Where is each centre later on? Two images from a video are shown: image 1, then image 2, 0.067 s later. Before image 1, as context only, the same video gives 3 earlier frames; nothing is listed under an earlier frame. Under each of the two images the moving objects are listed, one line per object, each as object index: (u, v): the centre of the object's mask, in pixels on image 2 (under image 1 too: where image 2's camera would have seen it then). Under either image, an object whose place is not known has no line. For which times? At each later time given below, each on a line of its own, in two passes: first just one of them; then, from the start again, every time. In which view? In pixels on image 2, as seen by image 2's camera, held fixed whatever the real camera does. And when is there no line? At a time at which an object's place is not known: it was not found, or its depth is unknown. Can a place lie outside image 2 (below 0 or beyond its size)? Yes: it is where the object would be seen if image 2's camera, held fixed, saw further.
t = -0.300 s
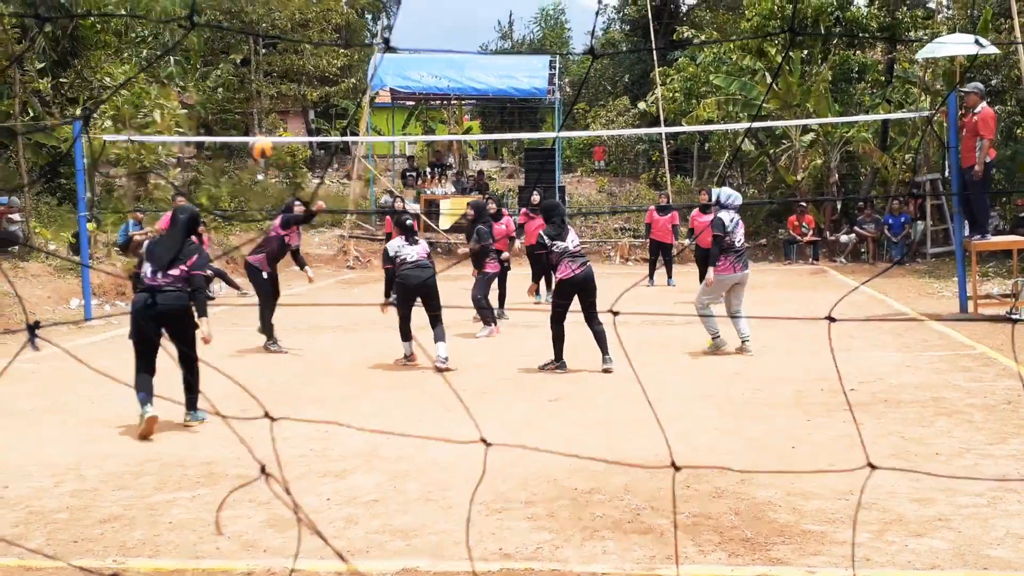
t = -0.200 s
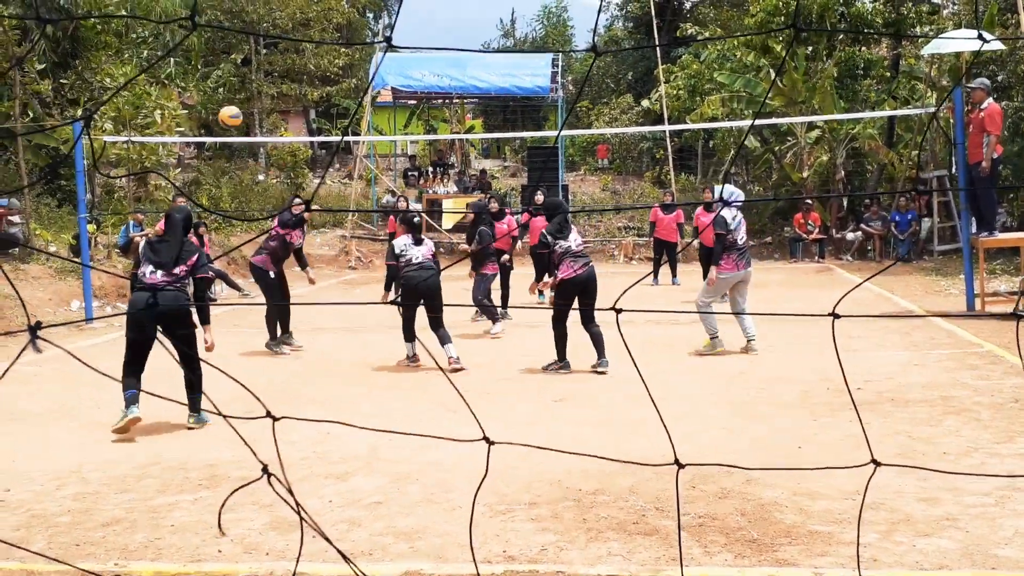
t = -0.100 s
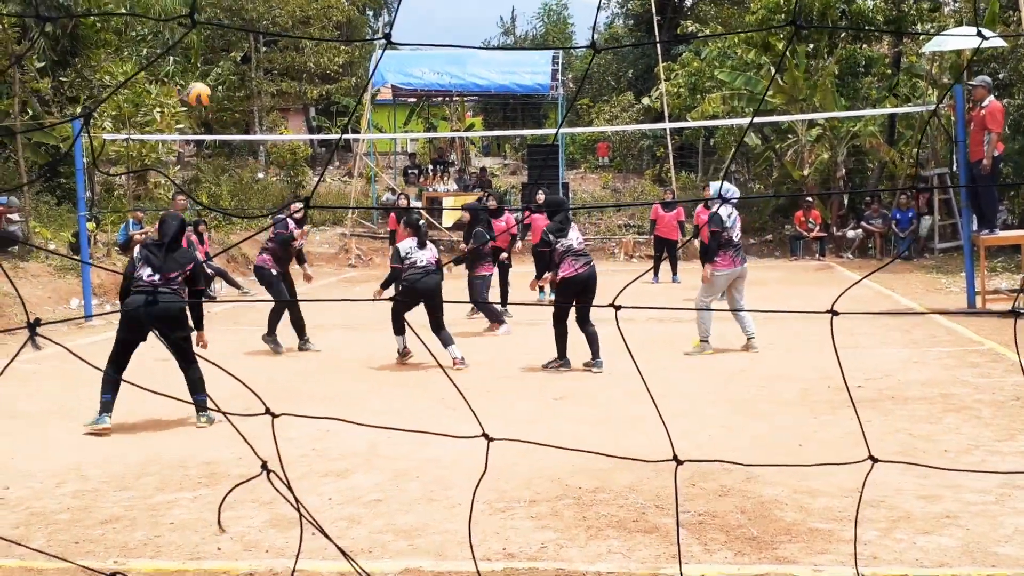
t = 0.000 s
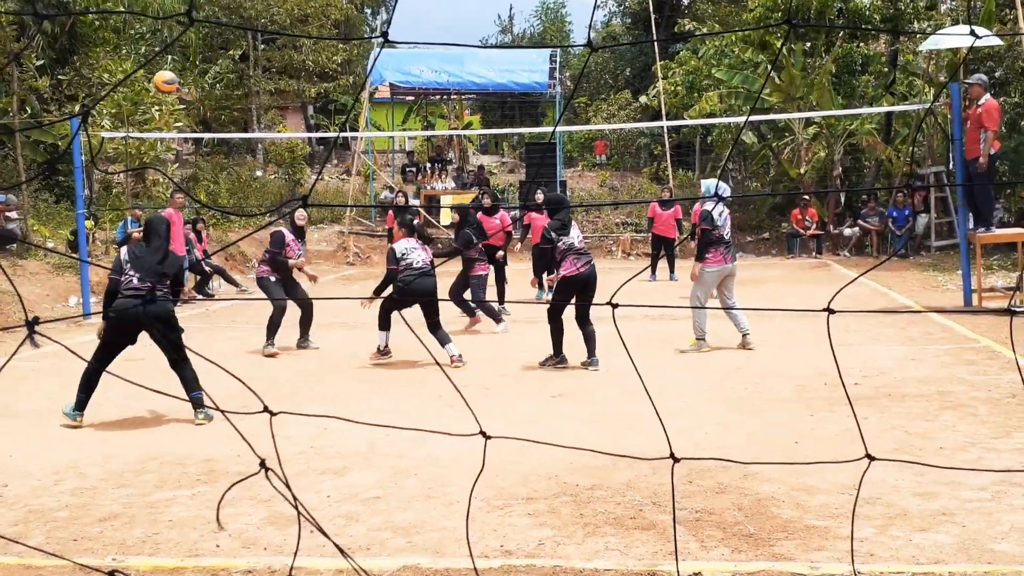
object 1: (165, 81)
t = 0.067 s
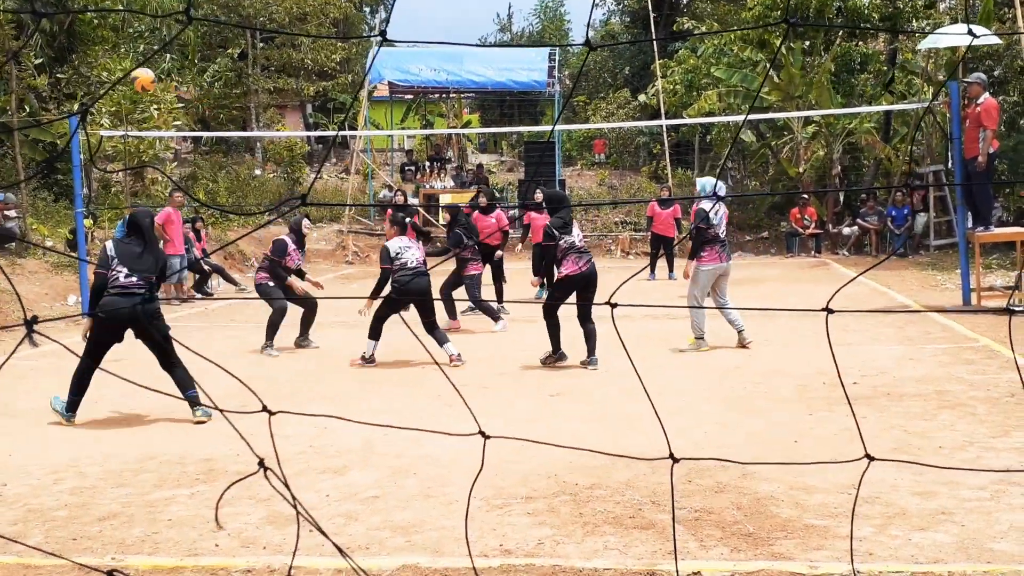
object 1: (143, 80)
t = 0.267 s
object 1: (80, 104)
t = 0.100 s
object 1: (134, 82)
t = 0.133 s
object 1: (122, 83)
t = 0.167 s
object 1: (112, 87)
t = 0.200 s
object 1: (100, 92)
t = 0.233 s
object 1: (90, 98)
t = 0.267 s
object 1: (80, 104)
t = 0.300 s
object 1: (70, 114)
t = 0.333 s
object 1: (61, 125)
